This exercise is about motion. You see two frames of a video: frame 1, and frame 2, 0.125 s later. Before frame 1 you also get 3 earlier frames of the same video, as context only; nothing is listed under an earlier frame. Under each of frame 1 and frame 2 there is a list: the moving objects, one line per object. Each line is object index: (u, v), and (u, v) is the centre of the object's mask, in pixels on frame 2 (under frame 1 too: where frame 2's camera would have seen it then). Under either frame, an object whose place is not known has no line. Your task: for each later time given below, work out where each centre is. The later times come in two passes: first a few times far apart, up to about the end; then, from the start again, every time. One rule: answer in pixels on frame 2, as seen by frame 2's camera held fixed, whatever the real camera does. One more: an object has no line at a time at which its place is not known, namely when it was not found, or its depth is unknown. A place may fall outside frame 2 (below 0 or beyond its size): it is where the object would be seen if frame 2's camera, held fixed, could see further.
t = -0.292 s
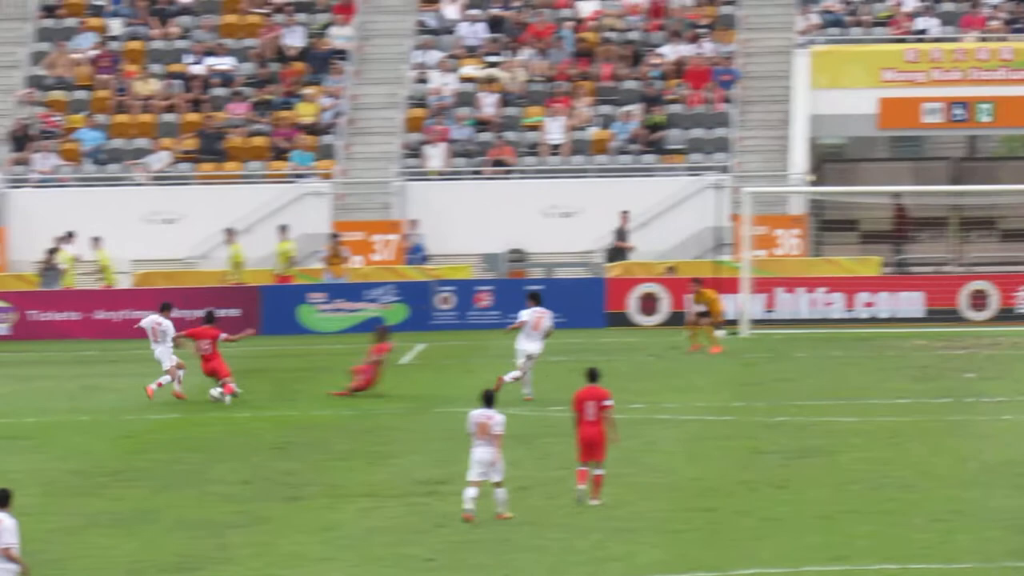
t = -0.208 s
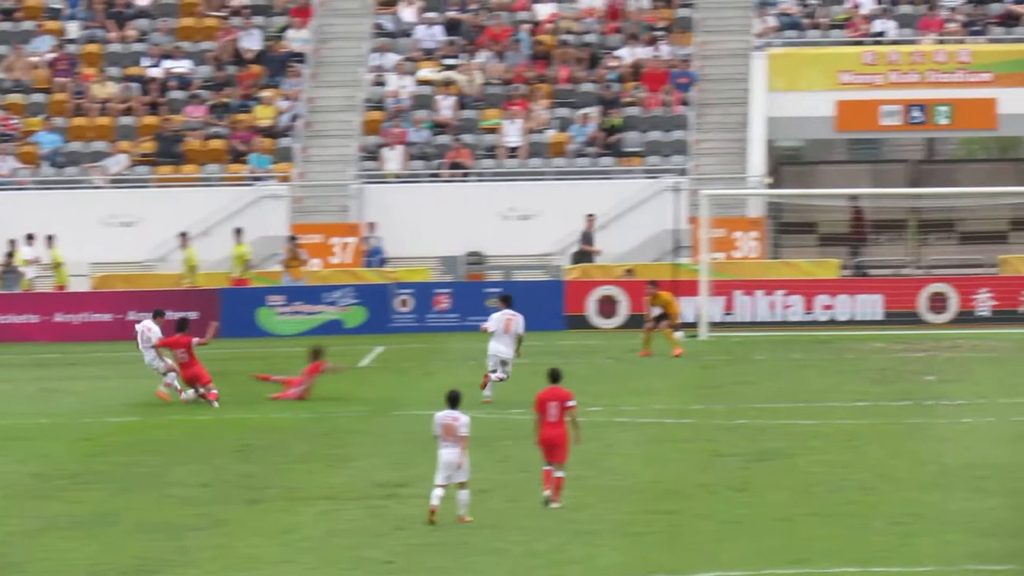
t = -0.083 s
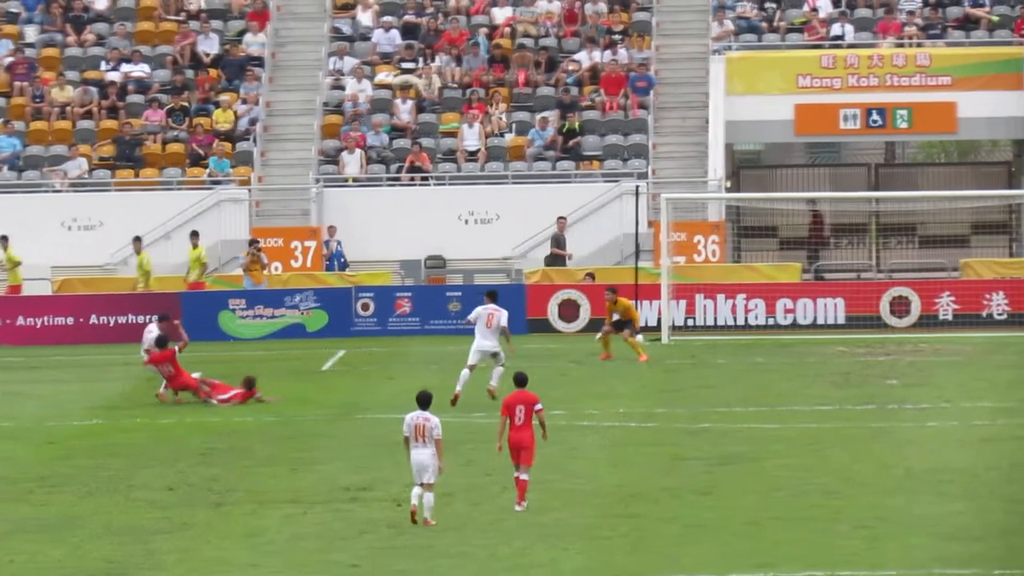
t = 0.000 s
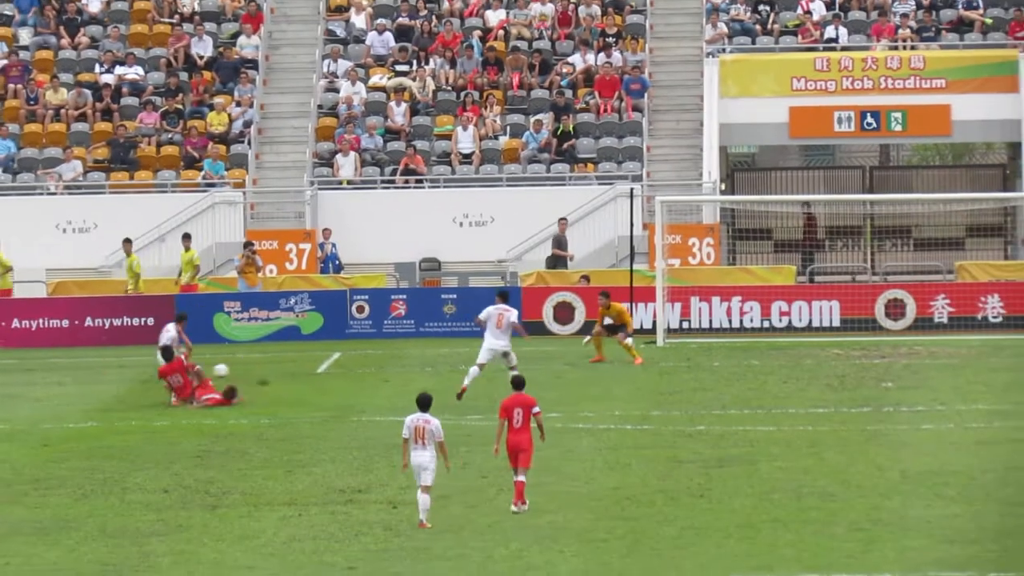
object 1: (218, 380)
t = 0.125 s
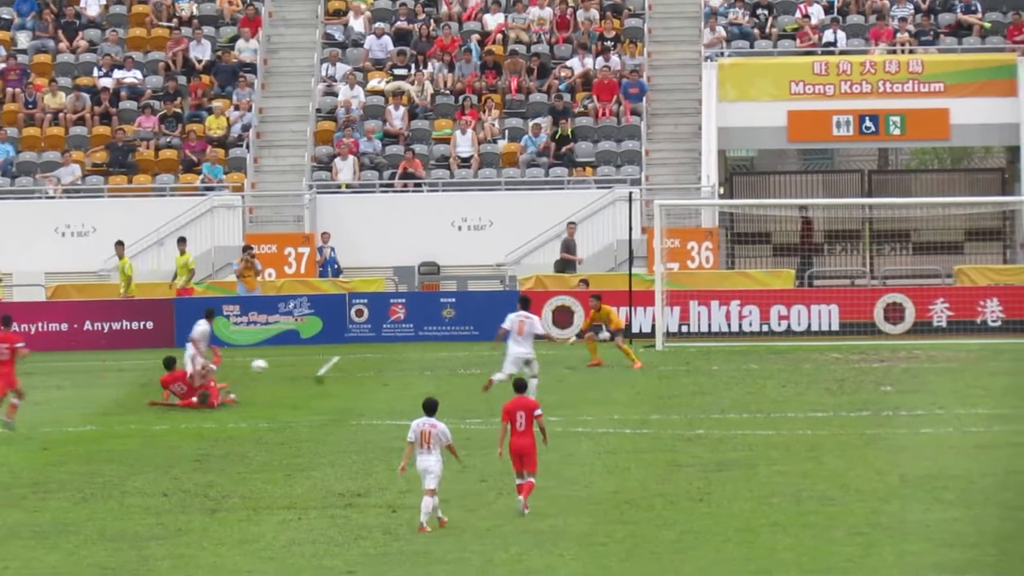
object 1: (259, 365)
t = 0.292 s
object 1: (302, 366)
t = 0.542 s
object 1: (352, 361)
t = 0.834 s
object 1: (395, 346)
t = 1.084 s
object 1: (423, 341)
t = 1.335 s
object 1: (448, 333)
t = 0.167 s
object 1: (271, 364)
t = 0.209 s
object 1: (283, 365)
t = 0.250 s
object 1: (293, 364)
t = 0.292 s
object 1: (302, 366)
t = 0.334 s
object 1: (312, 370)
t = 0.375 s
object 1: (321, 368)
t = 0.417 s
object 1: (329, 364)
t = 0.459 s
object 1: (336, 363)
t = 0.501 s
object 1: (344, 362)
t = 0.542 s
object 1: (352, 361)
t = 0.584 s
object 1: (360, 362)
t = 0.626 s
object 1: (368, 361)
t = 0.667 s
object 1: (374, 360)
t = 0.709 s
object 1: (380, 354)
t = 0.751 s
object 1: (385, 351)
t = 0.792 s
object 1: (390, 348)
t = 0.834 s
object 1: (395, 346)
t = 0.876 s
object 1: (400, 346)
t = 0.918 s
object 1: (405, 348)
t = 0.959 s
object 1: (411, 349)
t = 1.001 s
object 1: (414, 347)
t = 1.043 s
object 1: (419, 344)
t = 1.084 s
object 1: (423, 341)
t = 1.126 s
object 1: (427, 342)
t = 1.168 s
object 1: (432, 340)
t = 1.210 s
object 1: (436, 342)
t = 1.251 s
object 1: (440, 341)
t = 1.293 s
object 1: (444, 336)
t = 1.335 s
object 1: (448, 333)
